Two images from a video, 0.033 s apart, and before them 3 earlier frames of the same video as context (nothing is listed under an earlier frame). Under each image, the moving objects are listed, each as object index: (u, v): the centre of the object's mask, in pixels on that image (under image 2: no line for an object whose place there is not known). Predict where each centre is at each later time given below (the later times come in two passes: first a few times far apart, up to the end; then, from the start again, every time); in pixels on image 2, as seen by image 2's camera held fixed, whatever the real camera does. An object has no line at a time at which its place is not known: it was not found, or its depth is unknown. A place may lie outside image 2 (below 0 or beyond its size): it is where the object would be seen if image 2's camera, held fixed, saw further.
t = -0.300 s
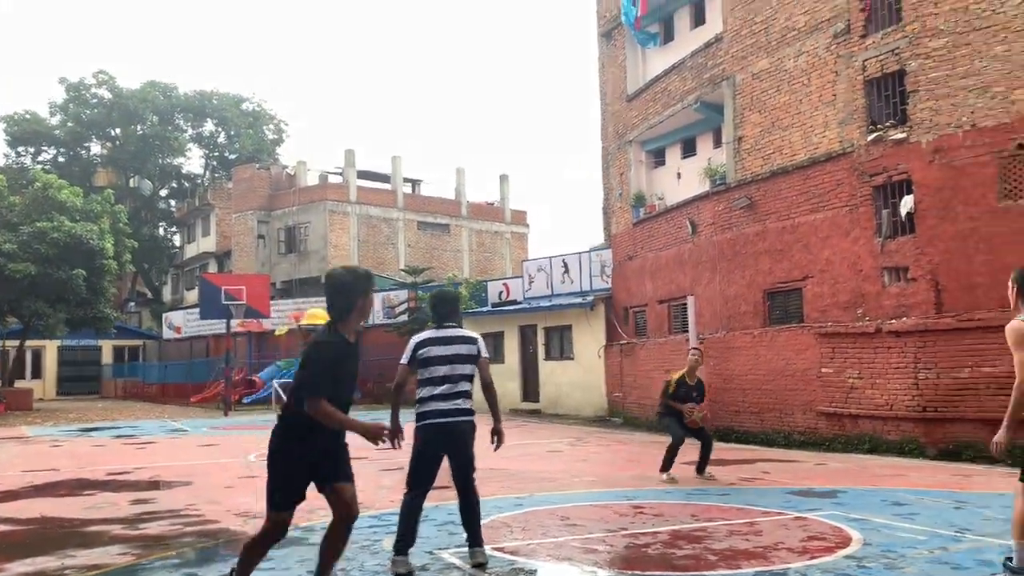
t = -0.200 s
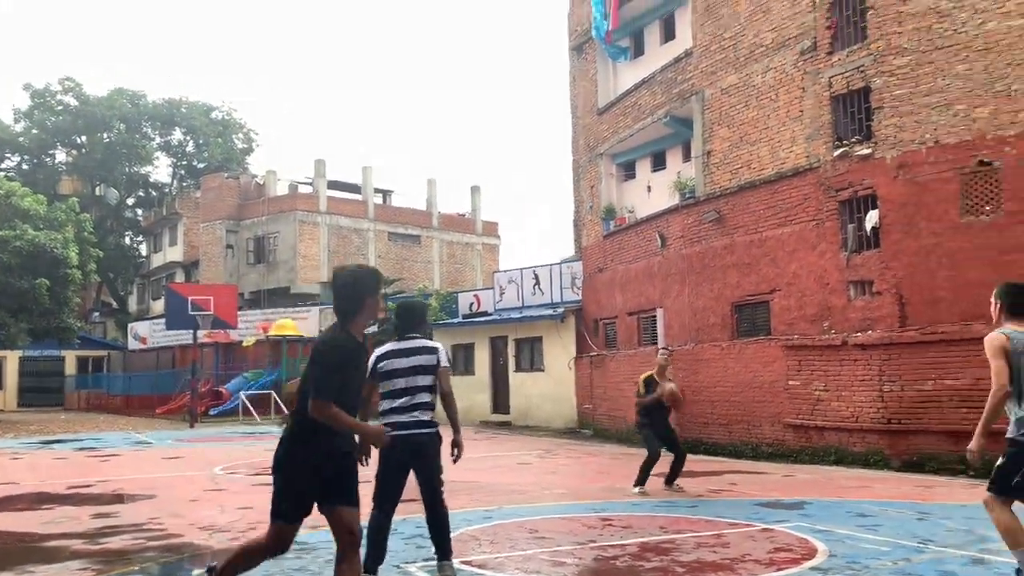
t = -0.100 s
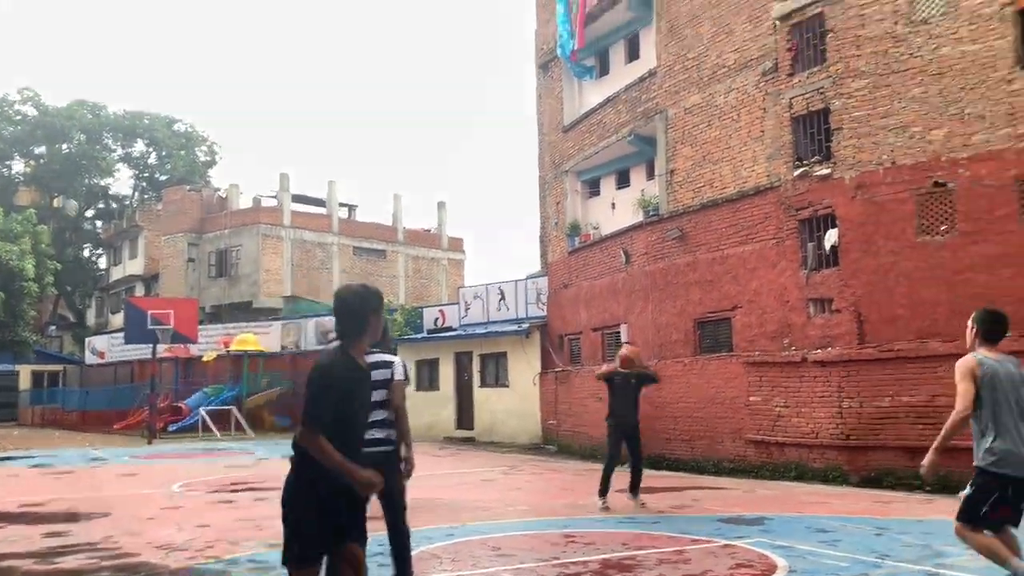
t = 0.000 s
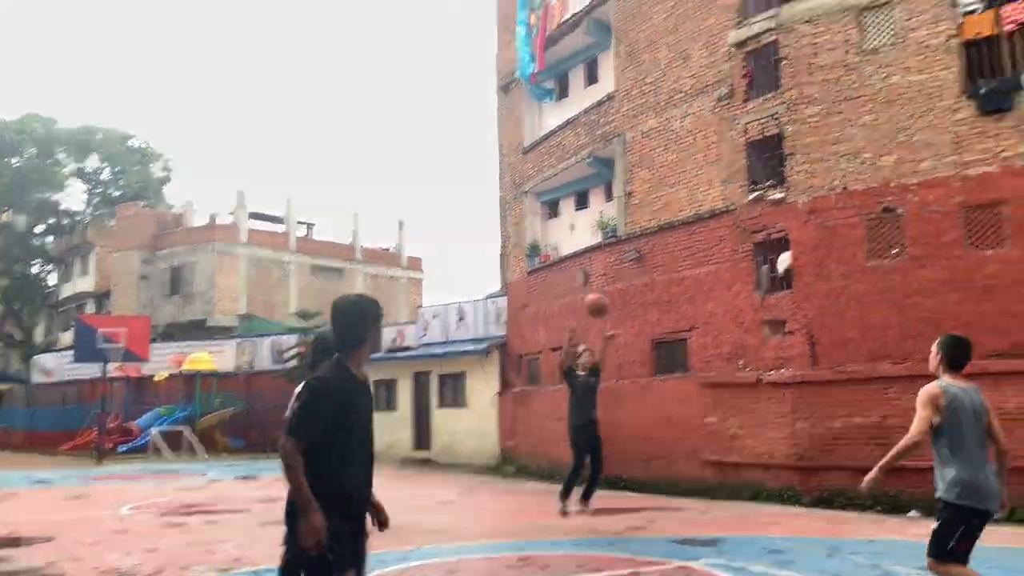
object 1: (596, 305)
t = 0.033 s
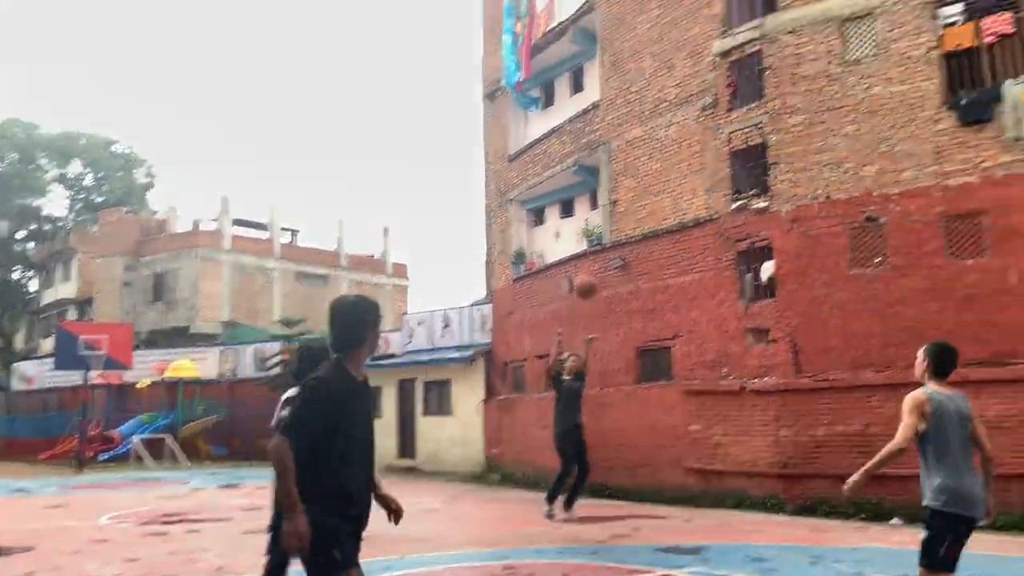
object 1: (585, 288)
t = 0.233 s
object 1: (612, 139)
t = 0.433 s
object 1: (644, 10)
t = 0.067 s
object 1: (589, 261)
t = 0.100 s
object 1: (595, 236)
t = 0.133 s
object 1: (598, 210)
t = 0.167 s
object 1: (602, 187)
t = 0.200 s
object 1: (608, 163)
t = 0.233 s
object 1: (612, 139)
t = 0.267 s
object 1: (617, 116)
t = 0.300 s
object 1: (623, 93)
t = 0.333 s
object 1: (628, 71)
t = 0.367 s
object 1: (634, 50)
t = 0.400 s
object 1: (639, 30)
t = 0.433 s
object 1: (644, 10)
